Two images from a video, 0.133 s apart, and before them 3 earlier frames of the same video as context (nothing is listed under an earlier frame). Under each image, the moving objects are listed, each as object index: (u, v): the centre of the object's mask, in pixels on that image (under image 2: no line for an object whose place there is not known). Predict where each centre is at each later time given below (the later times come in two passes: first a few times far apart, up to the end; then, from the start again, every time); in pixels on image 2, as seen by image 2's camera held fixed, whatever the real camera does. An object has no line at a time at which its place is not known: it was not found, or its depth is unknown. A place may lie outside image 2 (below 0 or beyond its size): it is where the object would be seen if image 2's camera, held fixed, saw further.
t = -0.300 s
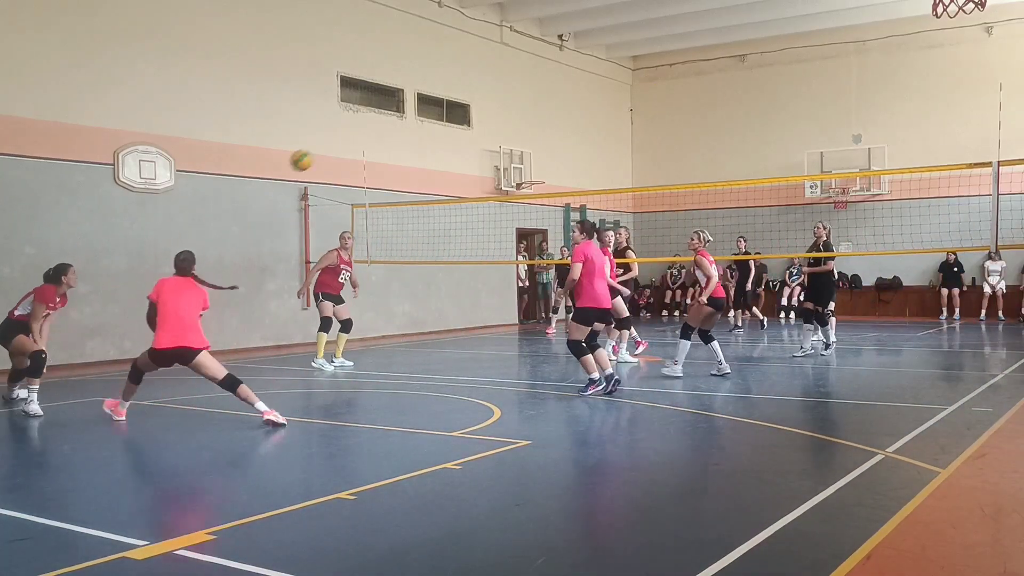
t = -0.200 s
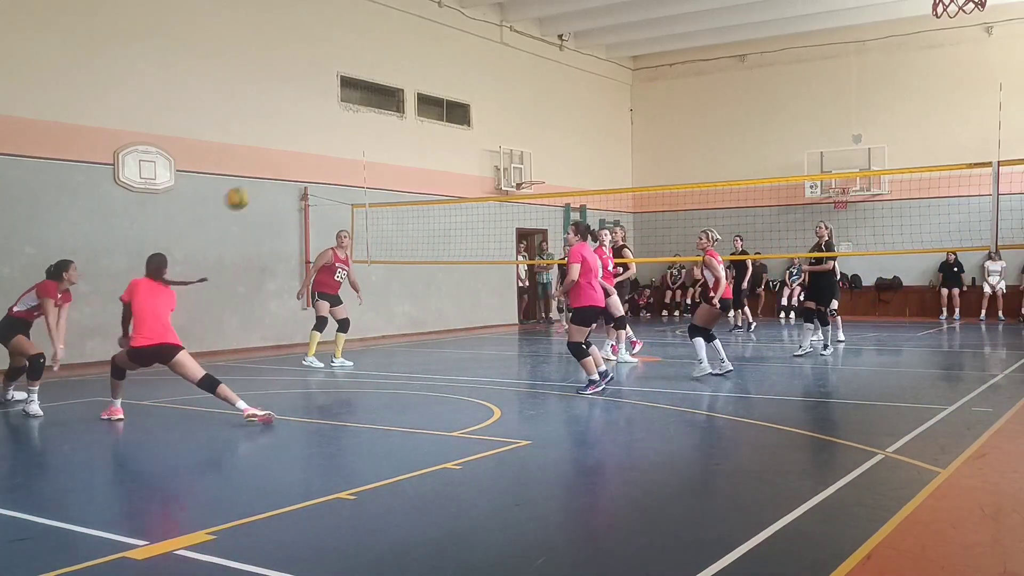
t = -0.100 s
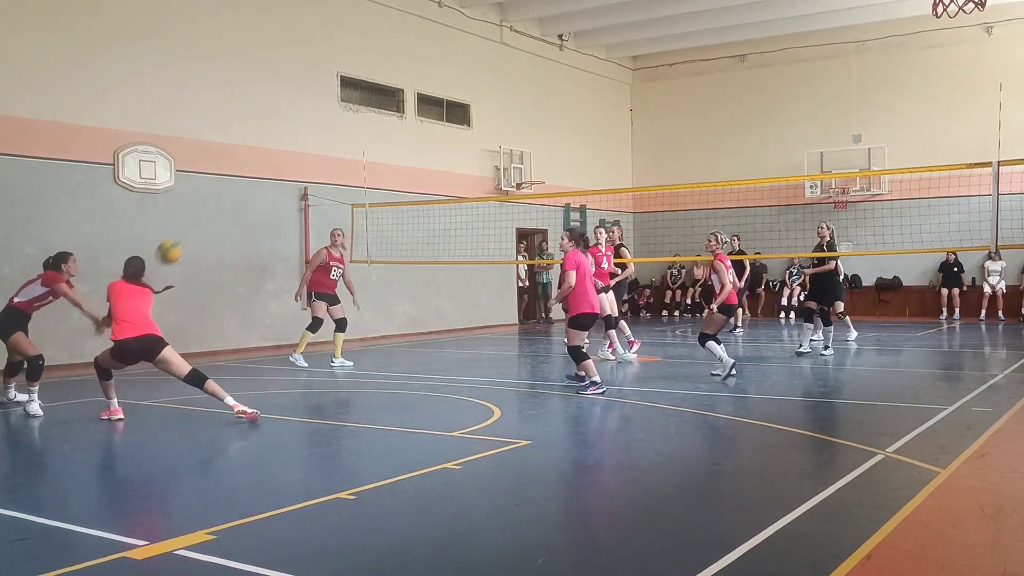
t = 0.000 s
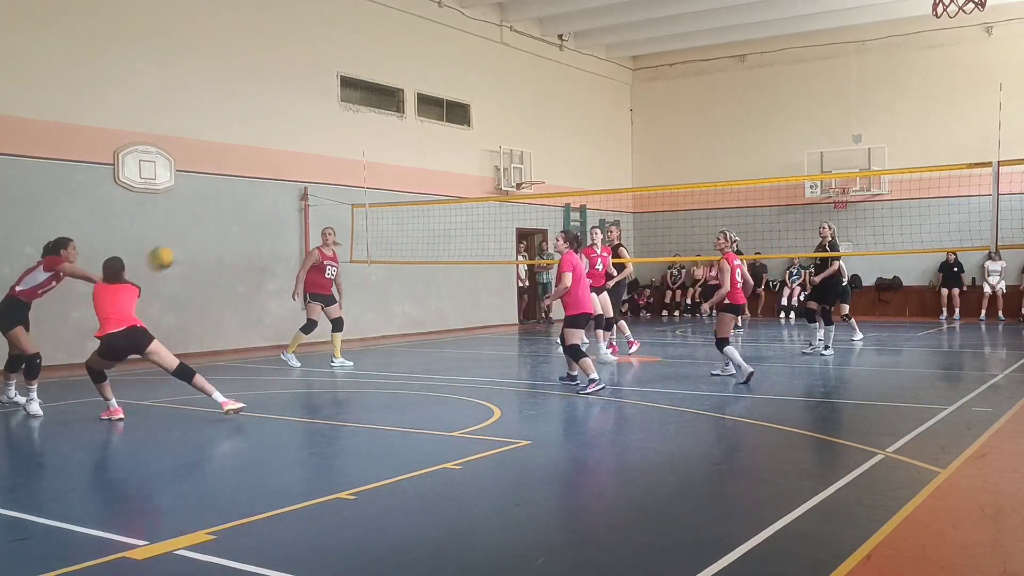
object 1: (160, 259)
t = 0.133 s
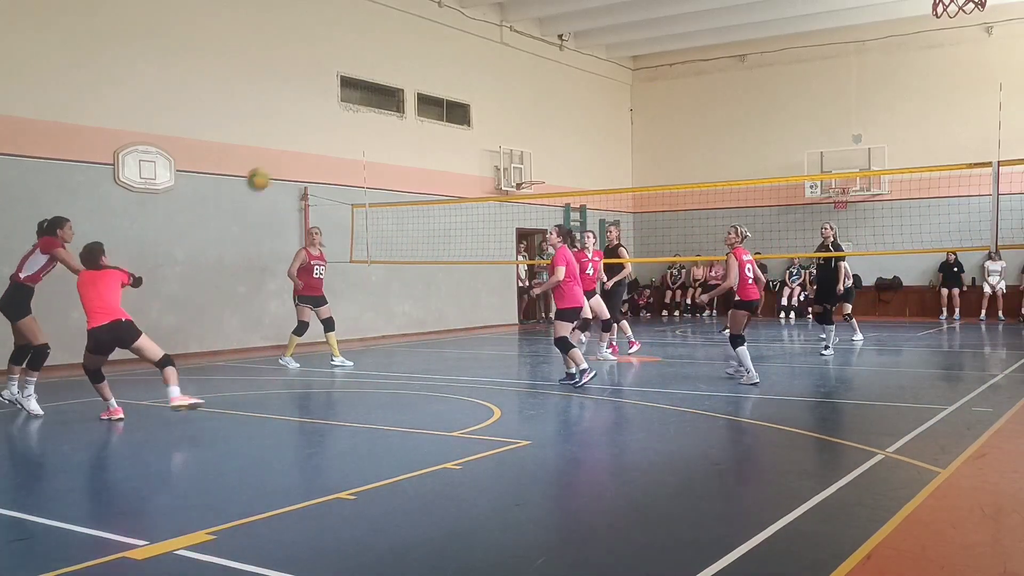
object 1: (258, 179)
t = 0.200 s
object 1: (302, 149)
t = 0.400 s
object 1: (423, 94)
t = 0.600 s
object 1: (527, 86)
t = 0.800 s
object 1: (619, 115)
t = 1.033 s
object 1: (712, 188)
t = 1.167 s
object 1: (759, 246)
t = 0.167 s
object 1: (280, 164)
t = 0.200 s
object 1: (302, 149)
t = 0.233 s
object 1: (323, 137)
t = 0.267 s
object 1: (344, 125)
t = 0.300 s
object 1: (365, 115)
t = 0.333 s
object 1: (385, 107)
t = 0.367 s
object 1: (404, 100)
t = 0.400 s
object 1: (423, 94)
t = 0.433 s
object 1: (441, 90)
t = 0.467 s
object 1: (459, 87)
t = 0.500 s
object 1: (477, 85)
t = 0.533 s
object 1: (494, 84)
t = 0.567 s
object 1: (510, 85)
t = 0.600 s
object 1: (527, 86)
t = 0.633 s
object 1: (544, 88)
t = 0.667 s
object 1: (559, 92)
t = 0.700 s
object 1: (575, 96)
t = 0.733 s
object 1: (589, 101)
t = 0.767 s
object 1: (604, 108)
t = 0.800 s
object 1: (619, 115)
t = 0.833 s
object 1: (634, 122)
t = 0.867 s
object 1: (647, 132)
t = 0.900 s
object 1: (661, 142)
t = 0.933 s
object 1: (674, 152)
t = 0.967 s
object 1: (687, 163)
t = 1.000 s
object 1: (699, 174)
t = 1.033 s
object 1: (712, 188)
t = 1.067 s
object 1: (724, 201)
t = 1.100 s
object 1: (735, 215)
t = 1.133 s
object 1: (747, 230)
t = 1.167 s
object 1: (759, 246)
